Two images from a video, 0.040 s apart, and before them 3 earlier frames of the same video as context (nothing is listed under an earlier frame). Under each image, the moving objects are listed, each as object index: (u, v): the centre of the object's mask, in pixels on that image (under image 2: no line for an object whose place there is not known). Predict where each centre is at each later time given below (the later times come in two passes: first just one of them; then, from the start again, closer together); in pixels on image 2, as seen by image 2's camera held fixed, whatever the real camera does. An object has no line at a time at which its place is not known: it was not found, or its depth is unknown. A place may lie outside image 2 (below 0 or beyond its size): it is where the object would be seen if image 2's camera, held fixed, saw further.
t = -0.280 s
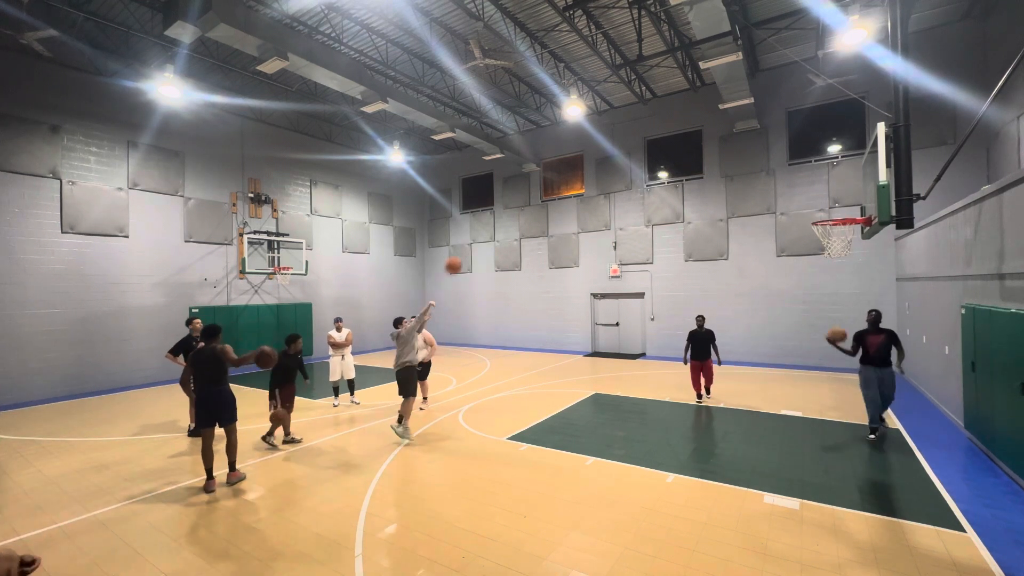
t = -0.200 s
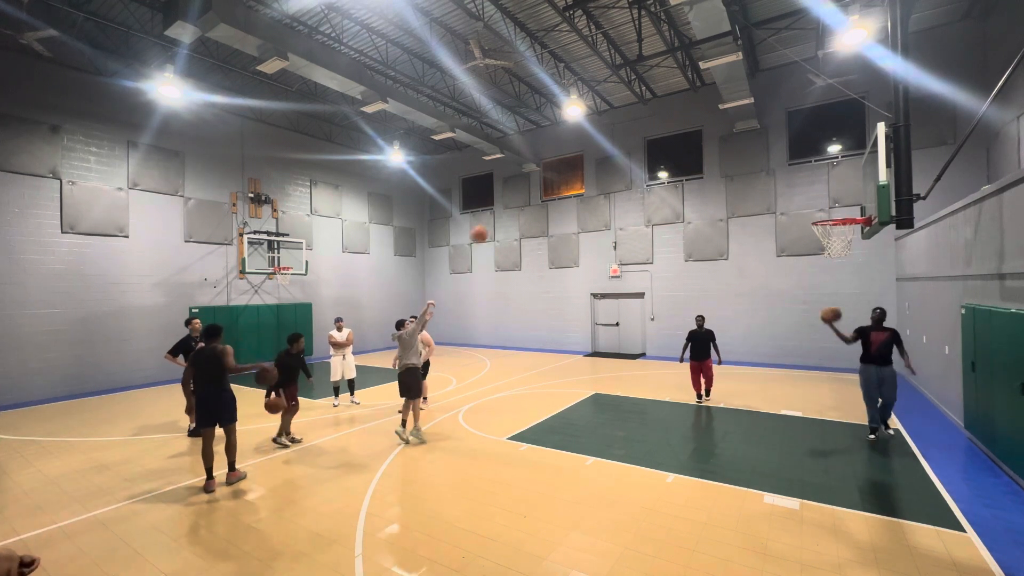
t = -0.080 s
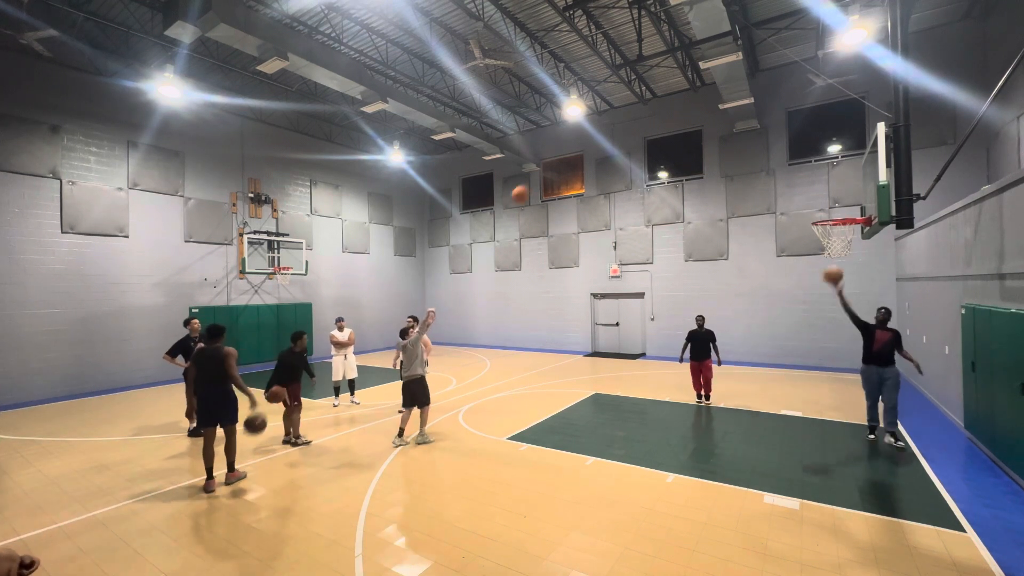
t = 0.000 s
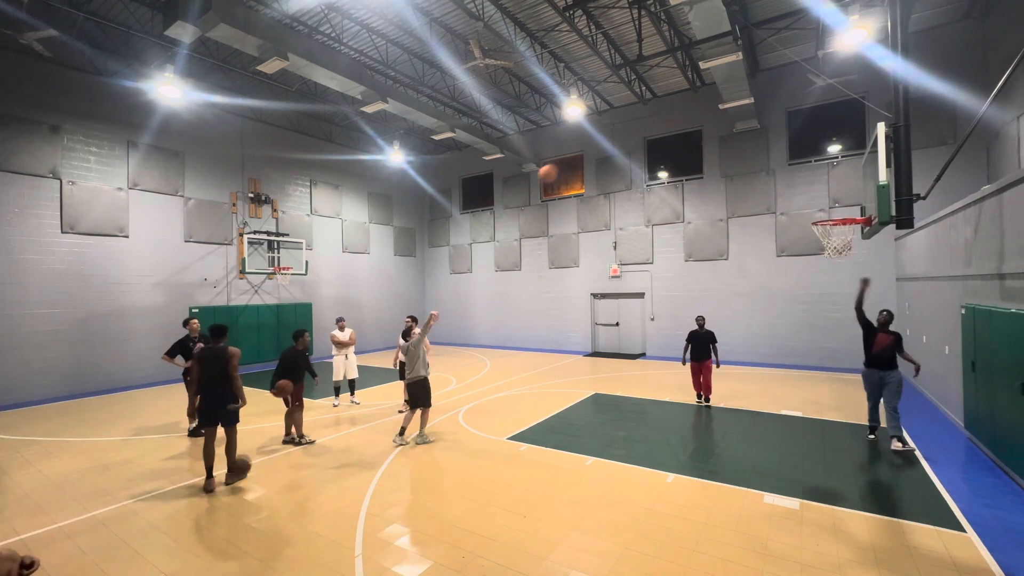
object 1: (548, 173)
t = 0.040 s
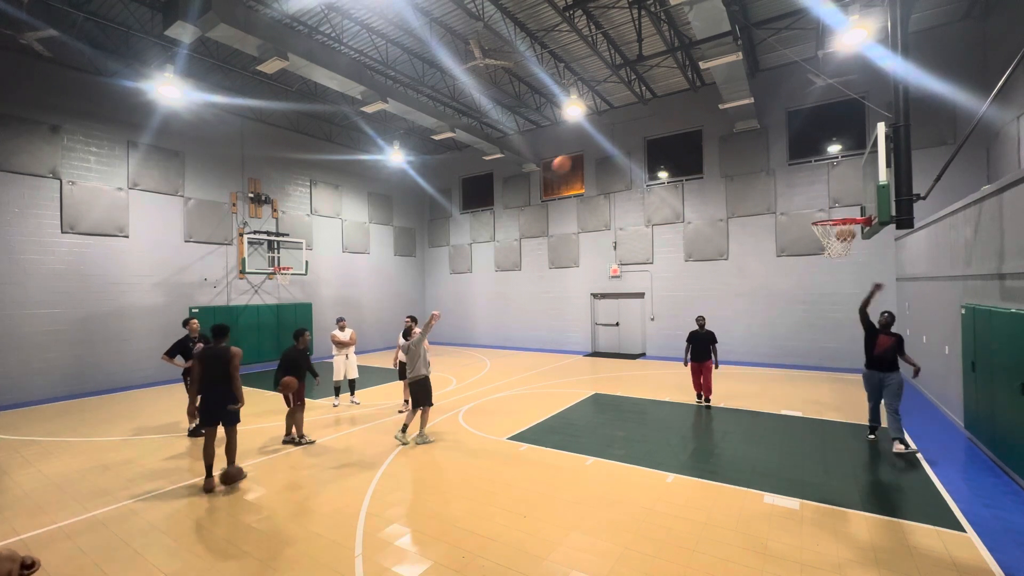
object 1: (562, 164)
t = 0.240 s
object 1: (632, 138)
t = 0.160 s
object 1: (604, 143)
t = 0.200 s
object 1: (619, 139)
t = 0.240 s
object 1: (632, 138)
